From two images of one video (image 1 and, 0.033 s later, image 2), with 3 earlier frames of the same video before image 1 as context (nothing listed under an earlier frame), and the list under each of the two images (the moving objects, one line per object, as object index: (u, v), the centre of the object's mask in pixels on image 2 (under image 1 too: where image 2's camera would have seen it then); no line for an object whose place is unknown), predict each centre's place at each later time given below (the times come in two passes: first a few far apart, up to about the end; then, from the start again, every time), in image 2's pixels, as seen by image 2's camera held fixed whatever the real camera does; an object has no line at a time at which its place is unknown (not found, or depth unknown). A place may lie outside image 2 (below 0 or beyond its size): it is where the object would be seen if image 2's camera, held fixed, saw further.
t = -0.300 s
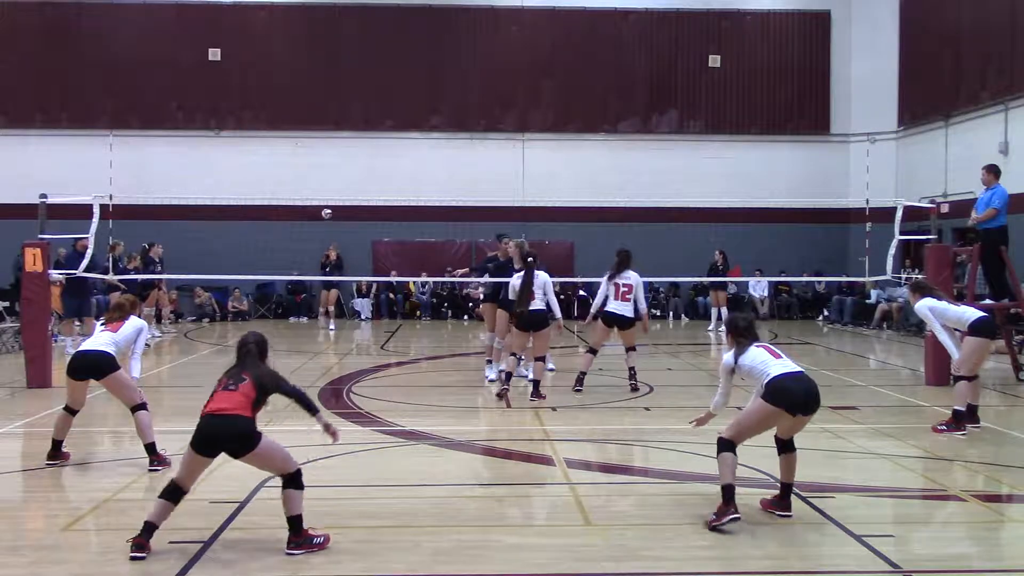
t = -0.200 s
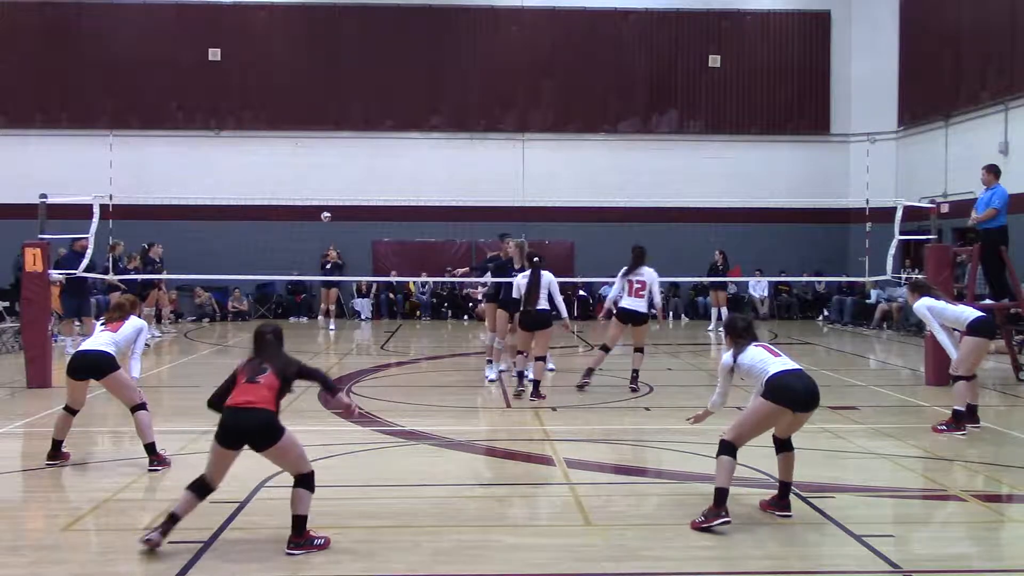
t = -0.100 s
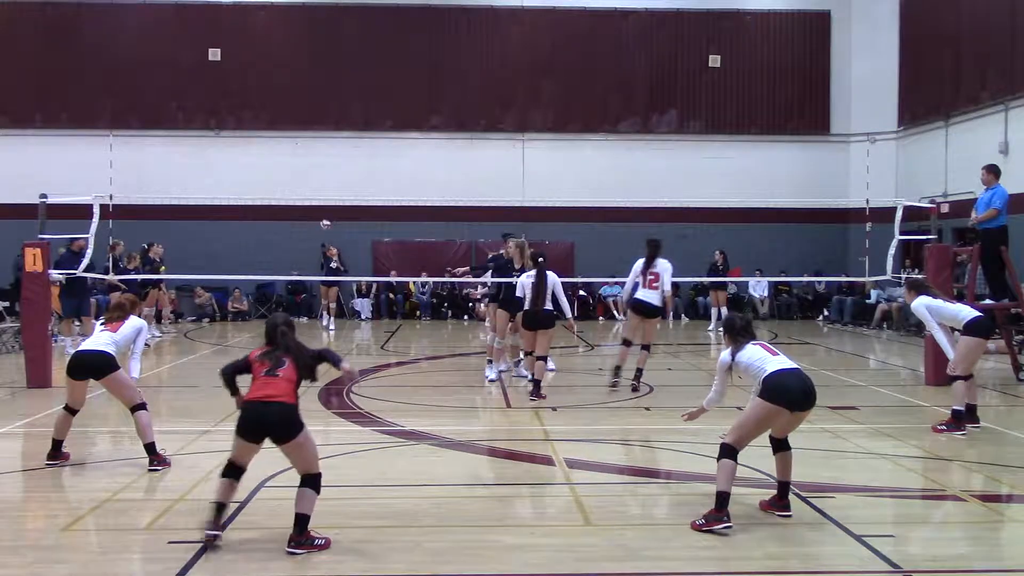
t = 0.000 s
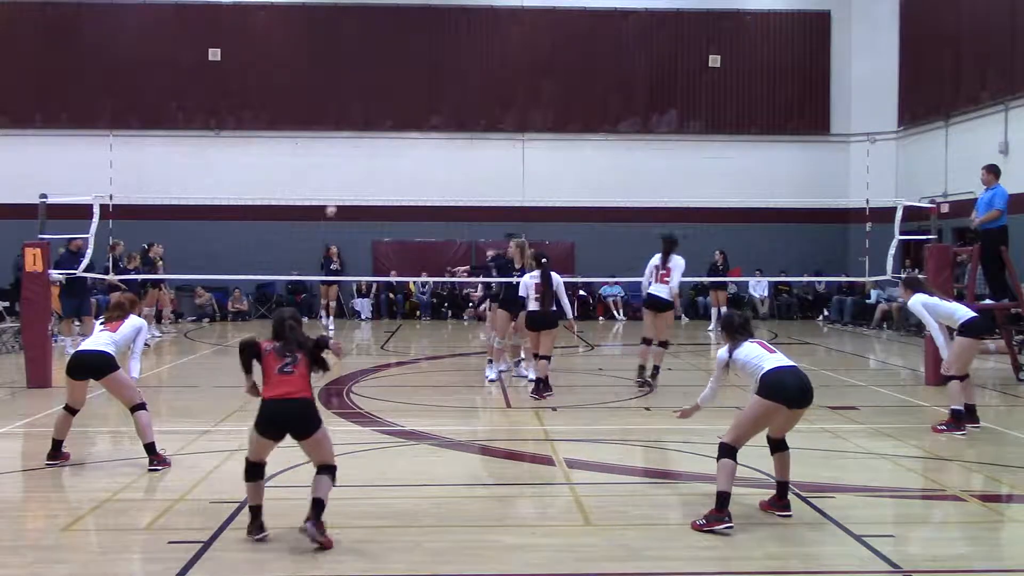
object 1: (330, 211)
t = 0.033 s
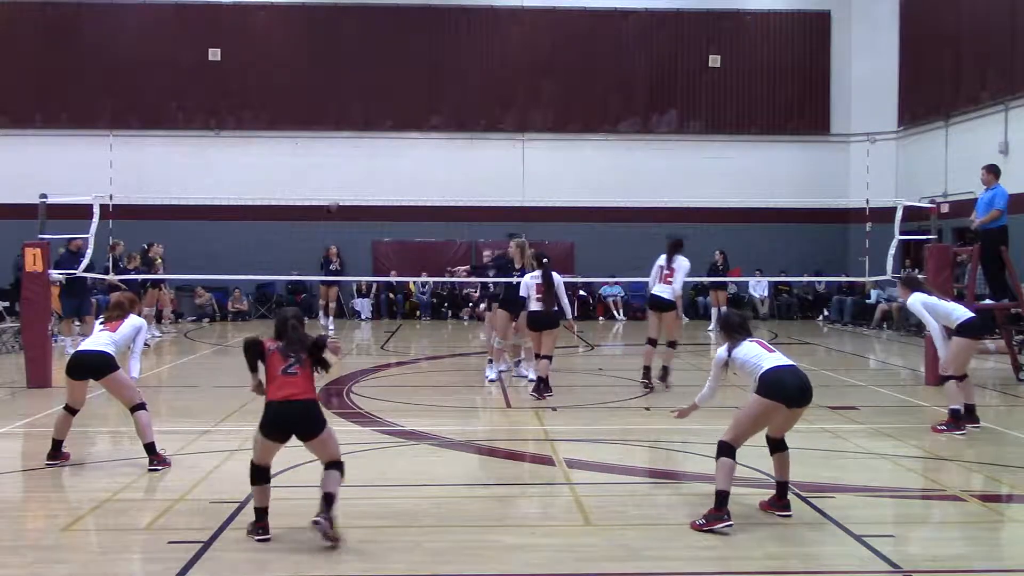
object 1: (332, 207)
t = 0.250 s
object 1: (360, 150)
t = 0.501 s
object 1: (394, 107)
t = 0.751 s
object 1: (431, 98)
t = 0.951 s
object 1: (484, 140)
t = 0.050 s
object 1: (337, 197)
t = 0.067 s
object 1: (338, 193)
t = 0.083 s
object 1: (339, 191)
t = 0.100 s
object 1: (341, 185)
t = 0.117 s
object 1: (343, 182)
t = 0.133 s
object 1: (345, 177)
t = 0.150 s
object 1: (347, 173)
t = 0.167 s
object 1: (349, 169)
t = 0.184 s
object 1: (351, 165)
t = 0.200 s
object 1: (354, 161)
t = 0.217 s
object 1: (356, 158)
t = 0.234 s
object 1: (358, 153)
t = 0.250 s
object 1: (360, 150)
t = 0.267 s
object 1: (362, 146)
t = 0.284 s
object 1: (365, 141)
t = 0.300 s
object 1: (367, 138)
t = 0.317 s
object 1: (369, 134)
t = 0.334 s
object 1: (372, 131)
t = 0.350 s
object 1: (374, 128)
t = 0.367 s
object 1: (376, 125)
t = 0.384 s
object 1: (379, 123)
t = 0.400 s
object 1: (381, 121)
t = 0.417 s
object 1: (383, 119)
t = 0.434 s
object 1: (385, 116)
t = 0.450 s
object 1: (387, 113)
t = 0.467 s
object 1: (390, 111)
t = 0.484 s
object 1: (392, 109)
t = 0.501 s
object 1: (394, 107)
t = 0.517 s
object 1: (396, 105)
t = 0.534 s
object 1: (398, 104)
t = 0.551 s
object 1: (400, 102)
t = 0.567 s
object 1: (402, 101)
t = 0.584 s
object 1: (405, 99)
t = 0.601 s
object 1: (407, 98)
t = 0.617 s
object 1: (409, 98)
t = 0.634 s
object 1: (412, 97)
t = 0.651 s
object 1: (414, 96)
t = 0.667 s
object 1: (417, 96)
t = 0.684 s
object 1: (419, 96)
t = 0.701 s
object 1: (422, 96)
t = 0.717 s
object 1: (425, 96)
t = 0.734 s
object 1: (428, 97)
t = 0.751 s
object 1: (431, 98)
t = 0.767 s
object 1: (435, 99)
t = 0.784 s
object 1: (438, 101)
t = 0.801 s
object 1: (442, 103)
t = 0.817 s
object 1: (446, 106)
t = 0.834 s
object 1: (450, 108)
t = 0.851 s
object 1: (454, 112)
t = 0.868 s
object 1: (459, 115)
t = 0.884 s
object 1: (463, 119)
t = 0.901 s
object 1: (468, 123)
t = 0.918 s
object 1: (473, 128)
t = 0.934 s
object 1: (478, 134)
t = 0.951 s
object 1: (484, 140)
